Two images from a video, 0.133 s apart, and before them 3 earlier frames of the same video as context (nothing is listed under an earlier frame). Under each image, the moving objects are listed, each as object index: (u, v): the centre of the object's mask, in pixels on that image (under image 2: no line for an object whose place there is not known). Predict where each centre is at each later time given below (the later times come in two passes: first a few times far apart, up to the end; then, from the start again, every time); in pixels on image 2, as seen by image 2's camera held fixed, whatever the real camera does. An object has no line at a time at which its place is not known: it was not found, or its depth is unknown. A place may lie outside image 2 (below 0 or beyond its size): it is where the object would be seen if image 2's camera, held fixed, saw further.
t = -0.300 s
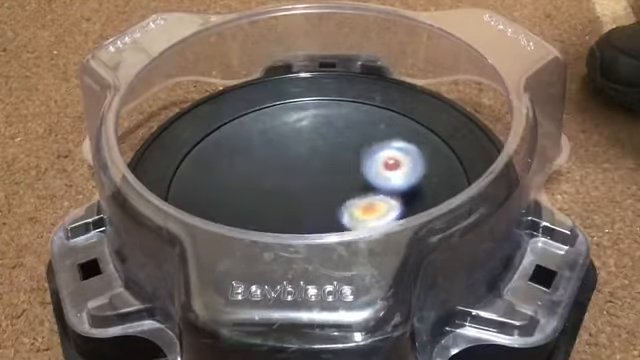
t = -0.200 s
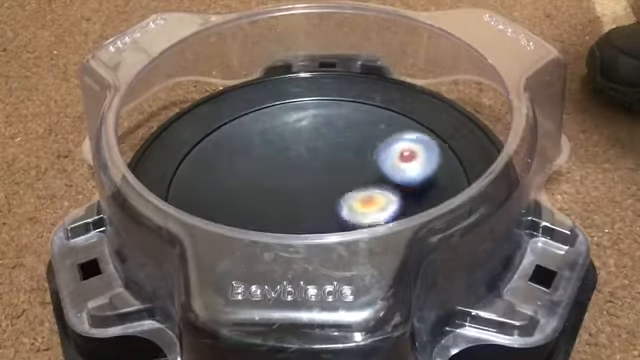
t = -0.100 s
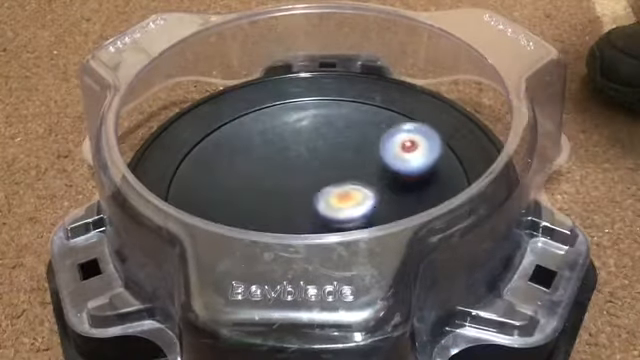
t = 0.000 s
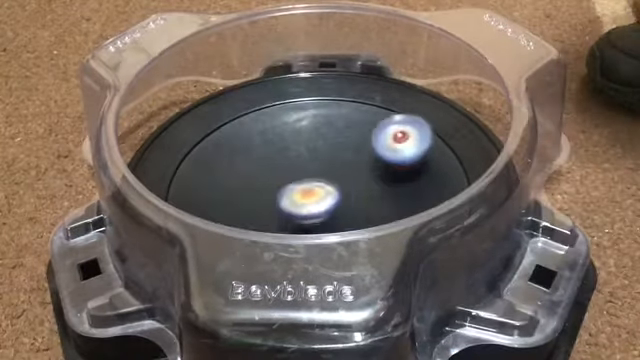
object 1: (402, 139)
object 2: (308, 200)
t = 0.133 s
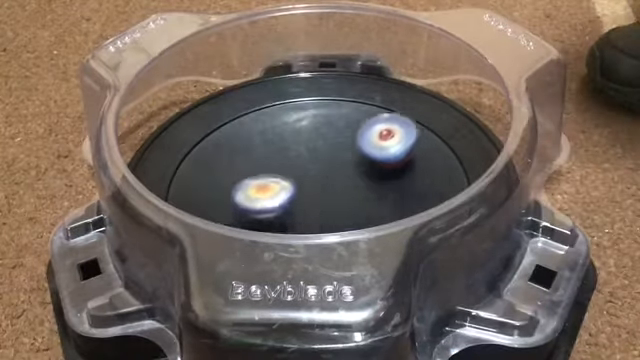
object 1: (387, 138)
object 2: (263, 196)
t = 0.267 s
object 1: (370, 154)
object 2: (241, 194)
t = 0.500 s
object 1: (353, 198)
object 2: (276, 202)
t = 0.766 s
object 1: (417, 205)
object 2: (240, 198)
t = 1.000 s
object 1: (414, 191)
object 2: (263, 200)
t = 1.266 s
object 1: (342, 190)
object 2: (285, 165)
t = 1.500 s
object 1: (287, 208)
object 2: (265, 140)
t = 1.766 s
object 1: (270, 214)
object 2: (260, 168)
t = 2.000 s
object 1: (288, 232)
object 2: (308, 134)
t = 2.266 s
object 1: (321, 205)
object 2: (305, 111)
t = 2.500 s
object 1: (333, 185)
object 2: (264, 128)
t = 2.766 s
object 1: (427, 239)
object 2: (192, 103)
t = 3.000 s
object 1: (374, 174)
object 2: (242, 176)
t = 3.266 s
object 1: (278, 170)
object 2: (451, 187)
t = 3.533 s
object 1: (309, 239)
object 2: (477, 113)
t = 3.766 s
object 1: (410, 179)
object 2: (380, 84)
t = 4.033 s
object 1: (308, 111)
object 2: (223, 171)
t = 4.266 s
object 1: (198, 158)
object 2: (285, 271)
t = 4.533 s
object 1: (296, 255)
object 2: (451, 168)
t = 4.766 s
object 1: (439, 185)
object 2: (318, 104)
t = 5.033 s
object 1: (367, 93)
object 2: (178, 181)
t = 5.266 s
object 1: (235, 126)
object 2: (349, 265)
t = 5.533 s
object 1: (239, 238)
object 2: (421, 115)
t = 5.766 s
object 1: (405, 245)
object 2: (247, 93)
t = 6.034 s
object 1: (421, 132)
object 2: (223, 238)
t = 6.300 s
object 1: (272, 113)
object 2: (464, 191)
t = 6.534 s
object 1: (194, 180)
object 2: (361, 88)
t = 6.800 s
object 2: (198, 167)
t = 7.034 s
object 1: (429, 178)
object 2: (302, 274)
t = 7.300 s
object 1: (356, 99)
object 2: (450, 162)
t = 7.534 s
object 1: (241, 127)
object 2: (307, 100)
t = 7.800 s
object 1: (246, 230)
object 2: (171, 168)
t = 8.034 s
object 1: (393, 239)
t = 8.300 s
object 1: (459, 108)
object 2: (349, 188)
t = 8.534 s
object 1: (380, 87)
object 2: (238, 130)
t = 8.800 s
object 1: (262, 169)
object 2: (205, 194)
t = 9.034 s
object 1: (313, 197)
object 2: (294, 274)
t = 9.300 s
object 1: (335, 163)
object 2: (454, 198)
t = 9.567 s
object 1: (265, 116)
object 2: (379, 137)
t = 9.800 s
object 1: (194, 141)
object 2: (300, 168)
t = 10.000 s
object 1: (221, 179)
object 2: (319, 214)
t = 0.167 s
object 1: (383, 140)
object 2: (254, 194)
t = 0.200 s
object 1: (379, 144)
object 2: (248, 194)
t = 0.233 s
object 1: (375, 149)
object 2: (243, 193)
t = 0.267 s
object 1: (370, 154)
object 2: (241, 194)
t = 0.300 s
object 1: (365, 160)
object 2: (241, 193)
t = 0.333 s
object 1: (361, 165)
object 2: (243, 195)
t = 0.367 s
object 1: (357, 171)
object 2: (248, 196)
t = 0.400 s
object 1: (353, 177)
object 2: (255, 198)
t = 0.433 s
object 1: (350, 184)
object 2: (263, 200)
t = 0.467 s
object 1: (348, 191)
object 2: (273, 201)
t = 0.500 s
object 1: (353, 198)
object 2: (276, 202)
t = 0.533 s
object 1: (366, 202)
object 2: (269, 201)
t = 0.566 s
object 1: (378, 205)
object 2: (261, 201)
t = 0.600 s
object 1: (387, 206)
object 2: (255, 200)
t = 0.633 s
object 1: (396, 209)
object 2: (249, 199)
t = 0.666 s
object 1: (403, 208)
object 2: (244, 199)
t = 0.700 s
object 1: (408, 207)
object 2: (241, 198)
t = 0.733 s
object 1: (413, 206)
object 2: (240, 198)
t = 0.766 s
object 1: (417, 205)
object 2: (240, 198)
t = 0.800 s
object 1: (420, 203)
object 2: (240, 199)
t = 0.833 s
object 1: (422, 201)
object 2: (241, 199)
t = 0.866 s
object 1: (421, 196)
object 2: (244, 200)
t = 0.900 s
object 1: (422, 195)
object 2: (248, 200)
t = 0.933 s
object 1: (422, 194)
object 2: (252, 201)
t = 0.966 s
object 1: (419, 193)
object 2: (257, 200)
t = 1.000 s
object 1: (414, 191)
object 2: (263, 200)
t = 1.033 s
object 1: (409, 190)
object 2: (268, 198)
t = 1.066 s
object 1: (401, 189)
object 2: (273, 196)
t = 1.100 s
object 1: (391, 188)
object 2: (278, 193)
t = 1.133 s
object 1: (381, 188)
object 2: (282, 188)
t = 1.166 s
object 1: (371, 187)
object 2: (285, 184)
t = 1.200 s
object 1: (360, 187)
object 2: (287, 178)
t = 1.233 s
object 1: (350, 188)
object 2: (288, 173)
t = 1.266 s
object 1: (342, 190)
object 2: (285, 165)
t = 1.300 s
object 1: (334, 192)
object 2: (283, 158)
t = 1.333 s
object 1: (326, 195)
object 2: (279, 152)
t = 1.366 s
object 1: (317, 197)
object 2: (276, 147)
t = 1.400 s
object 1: (309, 200)
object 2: (273, 144)
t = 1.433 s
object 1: (301, 204)
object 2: (271, 142)
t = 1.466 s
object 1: (294, 207)
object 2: (268, 140)
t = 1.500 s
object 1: (287, 208)
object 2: (265, 140)
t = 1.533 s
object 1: (282, 210)
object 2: (263, 141)
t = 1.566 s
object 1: (278, 210)
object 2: (261, 143)
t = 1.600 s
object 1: (275, 212)
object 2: (259, 146)
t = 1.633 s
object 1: (272, 213)
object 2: (258, 150)
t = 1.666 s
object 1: (270, 214)
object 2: (257, 155)
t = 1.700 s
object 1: (269, 214)
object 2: (257, 159)
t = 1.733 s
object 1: (270, 214)
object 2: (258, 163)
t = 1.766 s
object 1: (270, 214)
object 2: (260, 168)
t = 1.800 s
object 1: (271, 214)
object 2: (264, 171)
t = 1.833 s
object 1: (272, 216)
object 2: (270, 170)
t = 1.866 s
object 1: (272, 225)
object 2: (279, 164)
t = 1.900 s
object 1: (275, 230)
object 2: (288, 157)
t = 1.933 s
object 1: (278, 232)
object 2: (296, 150)
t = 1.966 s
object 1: (284, 233)
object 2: (303, 142)
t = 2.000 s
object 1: (288, 232)
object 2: (308, 134)
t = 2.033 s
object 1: (293, 232)
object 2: (312, 127)
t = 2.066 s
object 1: (300, 221)
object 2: (314, 120)
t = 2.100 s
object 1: (305, 220)
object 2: (316, 116)
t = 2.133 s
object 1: (308, 218)
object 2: (316, 112)
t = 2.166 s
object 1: (313, 216)
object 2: (314, 110)
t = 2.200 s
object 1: (316, 213)
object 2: (313, 110)
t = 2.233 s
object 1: (319, 210)
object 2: (309, 109)
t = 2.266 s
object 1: (321, 205)
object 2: (305, 111)
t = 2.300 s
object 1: (322, 199)
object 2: (301, 113)
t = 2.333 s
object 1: (323, 193)
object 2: (296, 117)
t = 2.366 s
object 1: (324, 188)
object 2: (290, 121)
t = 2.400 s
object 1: (323, 182)
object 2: (286, 127)
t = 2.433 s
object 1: (322, 177)
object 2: (281, 134)
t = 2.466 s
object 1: (321, 173)
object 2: (278, 140)
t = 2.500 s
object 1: (333, 185)
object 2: (264, 128)
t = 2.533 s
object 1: (353, 202)
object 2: (246, 114)
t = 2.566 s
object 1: (370, 214)
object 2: (231, 100)
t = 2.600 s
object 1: (389, 226)
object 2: (221, 96)
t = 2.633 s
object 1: (406, 237)
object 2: (213, 98)
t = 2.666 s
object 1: (419, 243)
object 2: (206, 96)
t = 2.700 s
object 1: (430, 248)
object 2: (199, 98)
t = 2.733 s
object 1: (430, 245)
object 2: (194, 99)
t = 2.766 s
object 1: (427, 239)
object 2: (192, 103)
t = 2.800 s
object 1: (421, 232)
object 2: (193, 107)
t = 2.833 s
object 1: (413, 223)
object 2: (194, 114)
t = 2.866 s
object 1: (406, 212)
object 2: (196, 122)
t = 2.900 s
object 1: (395, 200)
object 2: (203, 134)
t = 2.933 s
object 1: (387, 192)
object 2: (212, 148)
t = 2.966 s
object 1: (381, 183)
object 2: (225, 162)
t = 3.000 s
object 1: (374, 174)
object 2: (242, 176)
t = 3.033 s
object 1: (367, 166)
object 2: (265, 188)
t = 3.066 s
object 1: (356, 161)
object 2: (291, 197)
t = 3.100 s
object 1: (345, 156)
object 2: (319, 203)
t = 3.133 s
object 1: (330, 154)
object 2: (347, 204)
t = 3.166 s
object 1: (317, 156)
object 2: (377, 203)
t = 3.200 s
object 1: (303, 158)
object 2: (403, 198)
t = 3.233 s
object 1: (288, 165)
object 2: (428, 193)
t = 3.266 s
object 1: (278, 170)
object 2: (451, 187)
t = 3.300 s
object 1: (268, 179)
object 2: (466, 174)
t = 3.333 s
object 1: (262, 189)
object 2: (478, 165)
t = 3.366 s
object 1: (258, 200)
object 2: (485, 155)
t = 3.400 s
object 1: (260, 208)
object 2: (489, 144)
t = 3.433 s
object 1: (266, 219)
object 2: (491, 136)
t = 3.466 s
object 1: (277, 229)
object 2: (490, 126)
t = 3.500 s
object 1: (290, 235)
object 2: (485, 119)
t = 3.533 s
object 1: (309, 239)
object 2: (477, 113)
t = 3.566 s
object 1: (331, 239)
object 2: (465, 108)
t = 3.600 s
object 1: (352, 235)
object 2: (450, 102)
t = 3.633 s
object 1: (371, 229)
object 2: (436, 97)
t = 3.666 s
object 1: (388, 218)
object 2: (423, 92)
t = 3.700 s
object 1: (400, 206)
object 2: (409, 89)
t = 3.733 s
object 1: (407, 192)
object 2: (396, 86)
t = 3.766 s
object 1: (410, 179)
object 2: (380, 84)
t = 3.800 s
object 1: (407, 166)
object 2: (363, 86)
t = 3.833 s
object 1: (401, 153)
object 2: (343, 91)
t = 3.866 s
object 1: (391, 140)
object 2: (319, 98)
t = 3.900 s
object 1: (377, 132)
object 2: (295, 108)
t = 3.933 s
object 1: (362, 124)
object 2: (274, 122)
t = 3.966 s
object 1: (346, 118)
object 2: (255, 136)
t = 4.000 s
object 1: (326, 113)
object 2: (236, 153)
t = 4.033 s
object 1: (308, 111)
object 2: (223, 171)
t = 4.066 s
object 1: (288, 111)
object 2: (212, 189)
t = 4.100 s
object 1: (269, 114)
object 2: (206, 211)
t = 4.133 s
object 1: (250, 118)
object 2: (205, 228)
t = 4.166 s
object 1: (234, 124)
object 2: (210, 248)
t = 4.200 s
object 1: (220, 134)
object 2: (223, 261)
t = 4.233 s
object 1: (207, 145)
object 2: (251, 264)
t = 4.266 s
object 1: (198, 158)
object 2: (285, 271)
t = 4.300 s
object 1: (194, 171)
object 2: (317, 271)
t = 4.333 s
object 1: (194, 187)
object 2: (351, 264)
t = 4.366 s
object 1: (200, 201)
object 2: (382, 256)
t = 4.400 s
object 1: (210, 218)
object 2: (412, 245)
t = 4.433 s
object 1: (226, 231)
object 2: (435, 227)
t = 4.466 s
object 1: (244, 243)
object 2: (447, 207)
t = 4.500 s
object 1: (270, 250)
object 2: (451, 187)
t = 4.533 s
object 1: (296, 255)
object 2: (451, 168)
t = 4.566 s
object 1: (327, 254)
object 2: (444, 153)
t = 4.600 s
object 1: (353, 250)
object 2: (431, 139)
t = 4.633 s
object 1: (378, 243)
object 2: (412, 127)
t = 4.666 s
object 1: (400, 231)
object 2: (391, 116)
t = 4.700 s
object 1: (418, 218)
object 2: (367, 110)
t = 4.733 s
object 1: (430, 203)
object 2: (345, 106)
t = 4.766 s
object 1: (439, 185)
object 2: (318, 104)
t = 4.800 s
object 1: (443, 171)
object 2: (292, 105)
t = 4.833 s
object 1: (443, 155)
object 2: (267, 108)
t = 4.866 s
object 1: (438, 140)
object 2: (240, 113)
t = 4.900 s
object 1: (430, 128)
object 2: (217, 121)
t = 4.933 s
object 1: (417, 116)
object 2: (194, 131)
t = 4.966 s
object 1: (402, 108)
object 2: (176, 140)
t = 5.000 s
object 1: (385, 100)
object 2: (173, 160)
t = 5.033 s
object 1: (367, 93)
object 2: (178, 181)
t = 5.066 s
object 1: (347, 92)
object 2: (190, 200)
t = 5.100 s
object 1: (327, 91)
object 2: (201, 222)
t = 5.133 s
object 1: (306, 94)
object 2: (217, 243)
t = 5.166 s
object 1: (285, 100)
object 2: (238, 258)
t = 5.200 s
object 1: (266, 107)
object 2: (273, 266)
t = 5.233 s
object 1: (250, 115)
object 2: (312, 270)
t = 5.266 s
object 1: (235, 126)
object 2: (349, 265)
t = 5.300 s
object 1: (222, 138)
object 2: (383, 254)
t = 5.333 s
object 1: (214, 152)
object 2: (411, 234)
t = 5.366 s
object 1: (207, 167)
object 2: (430, 214)
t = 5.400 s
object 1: (206, 181)
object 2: (440, 189)
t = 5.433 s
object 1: (206, 194)
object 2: (444, 170)
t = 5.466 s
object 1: (214, 210)
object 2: (442, 151)
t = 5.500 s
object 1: (226, 226)
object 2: (434, 132)
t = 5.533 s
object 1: (239, 238)
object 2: (421, 115)
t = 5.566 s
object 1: (257, 248)
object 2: (402, 99)
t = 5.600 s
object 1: (277, 259)
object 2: (381, 86)
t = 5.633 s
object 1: (303, 263)
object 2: (358, 79)
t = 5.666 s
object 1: (331, 265)
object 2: (331, 80)
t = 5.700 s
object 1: (356, 263)
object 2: (302, 85)
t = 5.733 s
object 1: (382, 255)
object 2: (274, 89)
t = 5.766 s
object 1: (405, 245)
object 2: (247, 93)
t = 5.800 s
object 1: (423, 233)
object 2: (225, 104)
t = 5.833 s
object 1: (435, 216)
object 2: (207, 123)
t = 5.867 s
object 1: (445, 202)
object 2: (193, 142)
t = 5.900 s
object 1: (448, 185)
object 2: (184, 161)
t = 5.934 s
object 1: (447, 170)
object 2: (183, 180)
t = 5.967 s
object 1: (442, 156)
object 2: (187, 201)
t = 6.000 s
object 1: (433, 144)
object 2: (200, 220)
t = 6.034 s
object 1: (421, 132)
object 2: (223, 238)
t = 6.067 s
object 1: (406, 123)
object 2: (251, 251)
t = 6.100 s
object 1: (387, 115)
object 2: (289, 261)
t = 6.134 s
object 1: (369, 112)
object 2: (325, 263)
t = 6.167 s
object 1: (348, 107)
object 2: (360, 258)
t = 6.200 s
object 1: (329, 106)
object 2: (392, 249)
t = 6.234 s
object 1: (308, 104)
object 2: (423, 234)
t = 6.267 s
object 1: (291, 108)
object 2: (447, 214)
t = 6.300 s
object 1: (272, 113)
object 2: (464, 191)
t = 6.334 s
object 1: (255, 118)
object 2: (467, 169)
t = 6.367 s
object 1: (239, 124)
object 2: (459, 151)
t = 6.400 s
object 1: (225, 132)
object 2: (446, 134)
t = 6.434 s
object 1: (214, 141)
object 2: (431, 118)
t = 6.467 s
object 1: (204, 152)
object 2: (412, 101)
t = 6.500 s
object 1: (197, 166)
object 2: (388, 91)
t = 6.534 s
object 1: (194, 180)
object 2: (361, 88)
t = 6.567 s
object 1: (195, 191)
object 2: (333, 87)
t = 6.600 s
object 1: (199, 208)
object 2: (309, 88)
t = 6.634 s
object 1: (215, 211)
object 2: (284, 93)
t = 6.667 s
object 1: (230, 217)
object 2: (260, 101)
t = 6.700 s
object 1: (250, 224)
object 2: (239, 114)
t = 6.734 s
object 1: (270, 228)
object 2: (221, 129)
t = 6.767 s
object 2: (207, 147)
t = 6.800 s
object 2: (198, 167)
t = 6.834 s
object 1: (336, 228)
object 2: (196, 187)
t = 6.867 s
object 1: (367, 245)
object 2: (198, 207)
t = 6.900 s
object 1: (387, 234)
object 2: (205, 227)
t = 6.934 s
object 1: (403, 222)
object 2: (222, 246)
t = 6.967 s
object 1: (416, 208)
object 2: (243, 261)
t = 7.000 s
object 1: (424, 191)
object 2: (269, 271)
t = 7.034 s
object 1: (429, 178)
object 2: (302, 274)
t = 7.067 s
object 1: (430, 166)
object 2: (333, 273)
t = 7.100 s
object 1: (428, 154)
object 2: (367, 264)
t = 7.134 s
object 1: (422, 140)
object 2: (397, 253)
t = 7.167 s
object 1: (413, 127)
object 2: (425, 237)
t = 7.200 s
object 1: (402, 118)
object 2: (443, 219)
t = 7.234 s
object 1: (389, 109)
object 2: (451, 200)
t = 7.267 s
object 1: (373, 103)
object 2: (453, 181)
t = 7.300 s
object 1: (356, 99)
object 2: (450, 162)
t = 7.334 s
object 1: (340, 97)
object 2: (441, 146)
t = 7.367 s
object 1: (323, 97)
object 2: (425, 132)
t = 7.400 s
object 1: (305, 98)
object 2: (404, 120)
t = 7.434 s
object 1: (284, 103)
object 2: (382, 111)
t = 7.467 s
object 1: (269, 108)
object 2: (356, 105)
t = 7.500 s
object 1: (253, 117)
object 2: (331, 101)
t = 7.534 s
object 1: (241, 127)
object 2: (307, 100)
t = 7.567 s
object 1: (230, 137)
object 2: (279, 102)
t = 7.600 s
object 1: (222, 150)
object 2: (258, 105)
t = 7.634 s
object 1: (216, 165)
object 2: (238, 111)
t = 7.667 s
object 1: (213, 179)
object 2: (220, 118)
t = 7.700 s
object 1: (216, 191)
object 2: (205, 127)
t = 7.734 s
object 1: (222, 204)
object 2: (191, 140)
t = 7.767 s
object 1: (233, 217)
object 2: (180, 153)
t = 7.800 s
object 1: (246, 230)
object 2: (171, 168)
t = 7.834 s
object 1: (263, 239)
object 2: (172, 182)
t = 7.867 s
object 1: (283, 246)
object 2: (181, 202)
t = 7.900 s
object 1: (304, 252)
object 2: (193, 218)
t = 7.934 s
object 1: (329, 258)
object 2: (216, 216)
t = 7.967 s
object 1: (349, 252)
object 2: (239, 225)
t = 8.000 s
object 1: (370, 248)
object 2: (264, 231)
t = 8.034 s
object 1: (393, 239)
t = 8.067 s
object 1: (409, 229)
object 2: (325, 230)
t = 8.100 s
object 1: (423, 219)
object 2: (352, 227)
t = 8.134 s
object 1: (453, 196)
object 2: (357, 224)
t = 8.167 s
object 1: (469, 172)
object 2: (360, 222)
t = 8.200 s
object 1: (470, 154)
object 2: (363, 217)
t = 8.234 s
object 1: (467, 136)
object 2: (362, 210)
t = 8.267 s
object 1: (464, 121)
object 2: (358, 200)
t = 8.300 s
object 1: (459, 108)
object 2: (349, 188)
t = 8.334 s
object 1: (455, 97)
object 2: (336, 175)
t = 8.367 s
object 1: (447, 88)
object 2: (321, 165)
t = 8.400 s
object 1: (439, 81)
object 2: (306, 154)
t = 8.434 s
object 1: (427, 76)
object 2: (289, 145)
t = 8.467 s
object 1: (412, 77)
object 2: (273, 139)
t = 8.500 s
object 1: (396, 82)
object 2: (255, 134)
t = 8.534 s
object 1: (380, 87)
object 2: (238, 130)
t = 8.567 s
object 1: (366, 98)
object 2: (222, 128)
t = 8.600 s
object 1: (349, 106)
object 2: (207, 131)
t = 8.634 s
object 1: (331, 116)
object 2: (194, 135)
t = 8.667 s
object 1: (314, 126)
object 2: (184, 144)
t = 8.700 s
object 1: (300, 136)
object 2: (183, 156)
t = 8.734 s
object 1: (287, 149)
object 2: (185, 170)
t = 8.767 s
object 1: (273, 159)
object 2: (192, 183)
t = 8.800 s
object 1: (262, 169)
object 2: (205, 194)
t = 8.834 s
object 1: (263, 174)
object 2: (210, 208)
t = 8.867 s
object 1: (273, 178)
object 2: (210, 226)
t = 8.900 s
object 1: (284, 181)
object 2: (216, 241)
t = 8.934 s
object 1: (293, 185)
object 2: (229, 255)
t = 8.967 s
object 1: (301, 189)
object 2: (247, 265)
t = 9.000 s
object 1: (308, 192)
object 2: (268, 272)
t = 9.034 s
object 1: (313, 197)
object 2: (294, 274)
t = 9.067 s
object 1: (319, 201)
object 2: (324, 273)
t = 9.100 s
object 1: (326, 204)
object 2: (348, 264)
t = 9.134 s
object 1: (334, 205)
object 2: (370, 255)
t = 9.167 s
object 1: (342, 205)
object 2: (388, 240)
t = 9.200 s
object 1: (347, 197)
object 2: (406, 227)
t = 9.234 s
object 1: (345, 187)
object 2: (426, 220)
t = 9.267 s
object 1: (341, 173)
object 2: (442, 211)
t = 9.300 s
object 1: (335, 163)
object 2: (454, 198)
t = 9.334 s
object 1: (329, 150)
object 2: (460, 186)
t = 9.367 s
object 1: (321, 142)
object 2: (460, 176)
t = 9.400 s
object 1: (314, 136)
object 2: (455, 165)
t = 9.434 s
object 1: (305, 130)
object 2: (446, 156)
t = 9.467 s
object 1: (296, 126)
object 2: (432, 149)
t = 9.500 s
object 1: (286, 119)
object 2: (417, 142)
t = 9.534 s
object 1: (275, 116)
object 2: (398, 139)
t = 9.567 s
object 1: (265, 116)
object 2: (379, 137)
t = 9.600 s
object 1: (254, 117)
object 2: (358, 135)
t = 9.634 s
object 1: (245, 120)
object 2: (339, 137)
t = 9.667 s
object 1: (240, 127)
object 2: (320, 137)
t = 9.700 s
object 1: (237, 135)
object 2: (300, 139)
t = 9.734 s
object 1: (227, 140)
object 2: (293, 149)
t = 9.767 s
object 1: (207, 141)
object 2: (298, 160)
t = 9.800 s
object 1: (194, 141)
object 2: (300, 168)
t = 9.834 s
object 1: (186, 143)
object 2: (299, 178)
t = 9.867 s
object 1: (186, 150)
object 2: (302, 187)
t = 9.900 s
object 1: (191, 157)
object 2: (303, 196)
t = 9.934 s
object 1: (199, 165)
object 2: (307, 203)
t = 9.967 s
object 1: (208, 172)
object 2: (313, 209)
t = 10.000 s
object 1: (221, 179)
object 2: (319, 214)
